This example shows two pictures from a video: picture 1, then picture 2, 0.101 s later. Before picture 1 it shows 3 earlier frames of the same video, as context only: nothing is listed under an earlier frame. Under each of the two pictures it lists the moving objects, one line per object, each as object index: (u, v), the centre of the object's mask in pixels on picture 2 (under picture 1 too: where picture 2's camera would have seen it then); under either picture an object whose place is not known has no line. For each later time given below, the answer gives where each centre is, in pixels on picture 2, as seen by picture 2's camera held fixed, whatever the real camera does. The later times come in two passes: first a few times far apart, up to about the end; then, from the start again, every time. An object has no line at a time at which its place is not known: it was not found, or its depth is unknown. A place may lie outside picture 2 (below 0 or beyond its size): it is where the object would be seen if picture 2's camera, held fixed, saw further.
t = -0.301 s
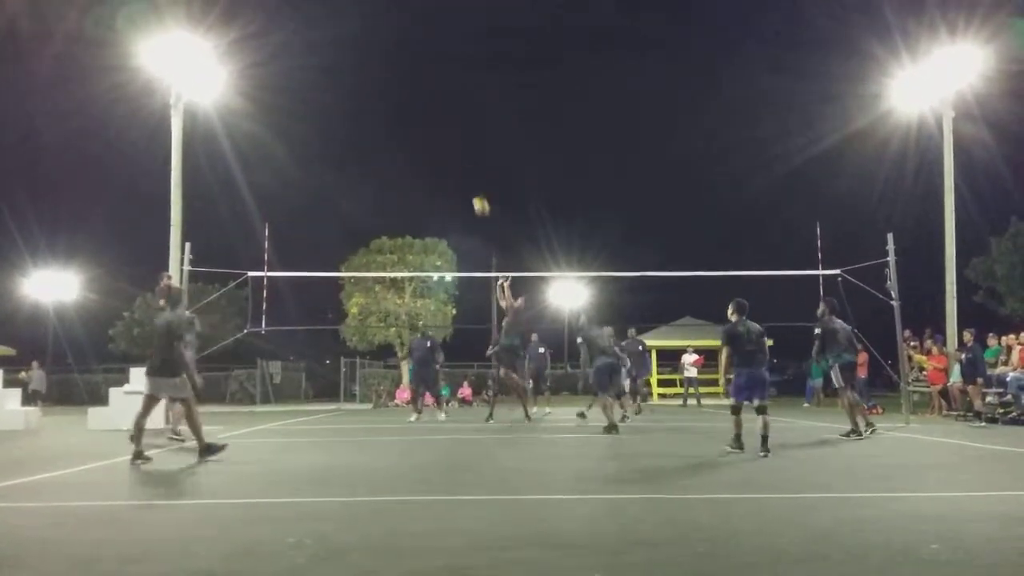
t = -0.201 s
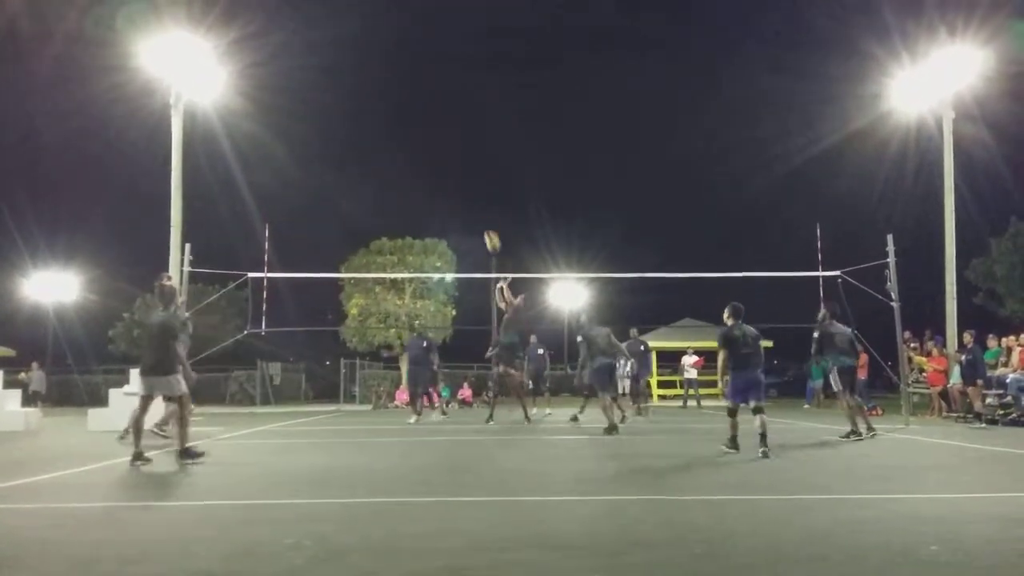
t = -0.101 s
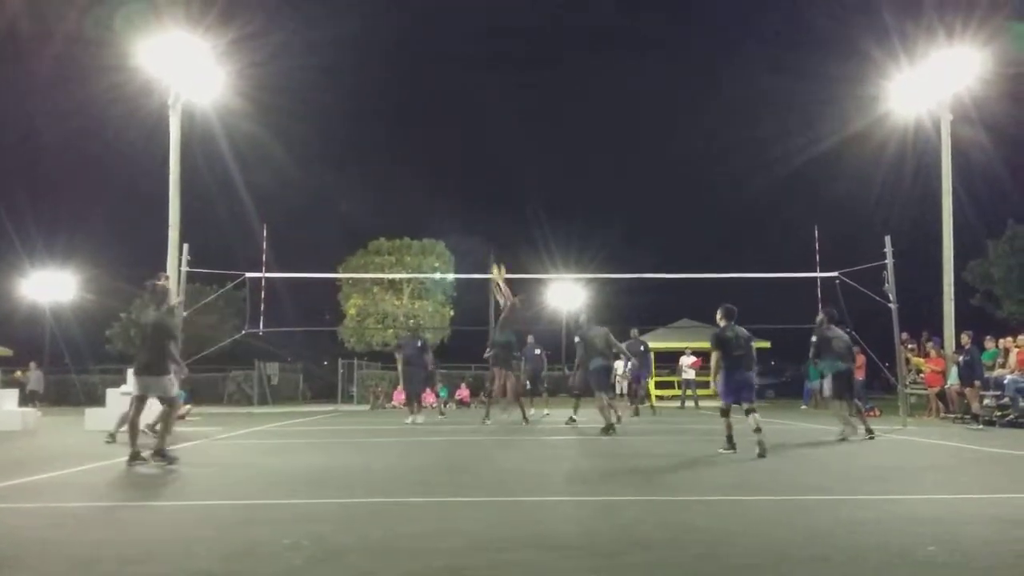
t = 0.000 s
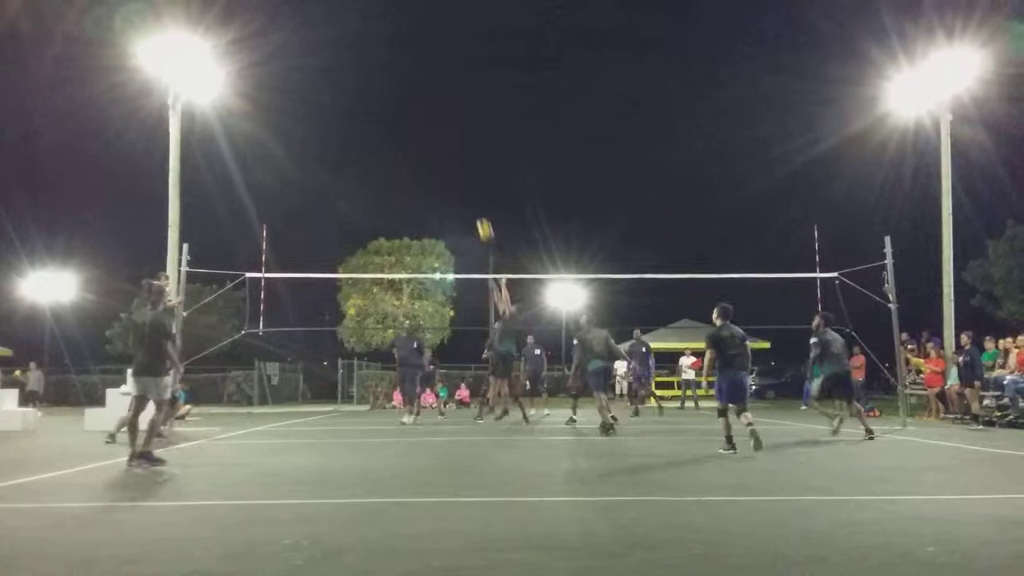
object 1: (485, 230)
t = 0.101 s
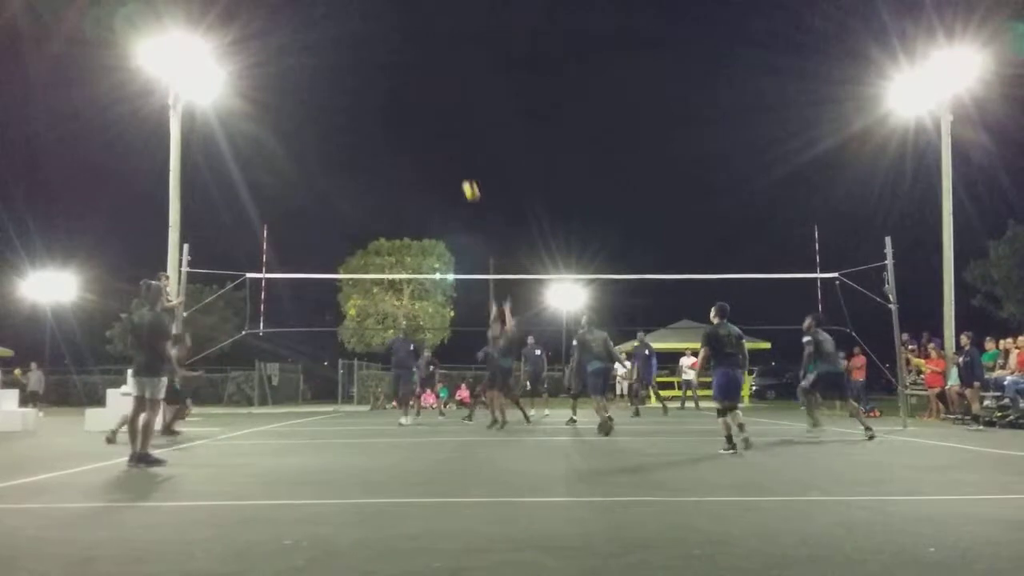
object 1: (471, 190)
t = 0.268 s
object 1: (447, 138)
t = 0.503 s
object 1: (415, 94)
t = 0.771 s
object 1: (380, 89)
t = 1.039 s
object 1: (347, 128)
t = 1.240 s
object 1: (324, 188)
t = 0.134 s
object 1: (466, 178)
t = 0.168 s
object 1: (462, 167)
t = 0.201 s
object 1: (457, 158)
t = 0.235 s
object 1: (452, 148)
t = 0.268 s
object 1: (447, 138)
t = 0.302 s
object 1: (443, 130)
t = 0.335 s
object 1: (438, 123)
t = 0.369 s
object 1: (433, 116)
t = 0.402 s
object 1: (429, 109)
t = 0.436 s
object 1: (424, 104)
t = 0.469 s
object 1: (419, 98)
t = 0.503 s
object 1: (415, 94)
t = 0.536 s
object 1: (410, 91)
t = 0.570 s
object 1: (406, 88)
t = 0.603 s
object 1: (402, 86)
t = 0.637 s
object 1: (398, 86)
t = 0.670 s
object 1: (394, 85)
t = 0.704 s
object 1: (390, 86)
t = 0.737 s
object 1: (385, 87)
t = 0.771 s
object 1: (380, 89)
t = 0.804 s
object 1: (376, 91)
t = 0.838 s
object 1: (372, 94)
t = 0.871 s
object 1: (368, 97)
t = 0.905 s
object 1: (364, 103)
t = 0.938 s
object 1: (360, 107)
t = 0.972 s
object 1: (356, 113)
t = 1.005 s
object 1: (351, 119)
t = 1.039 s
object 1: (347, 128)
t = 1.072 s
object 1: (343, 136)
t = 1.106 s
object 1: (338, 145)
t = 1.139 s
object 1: (335, 155)
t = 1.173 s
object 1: (331, 166)
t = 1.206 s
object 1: (328, 177)
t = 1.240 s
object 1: (324, 188)
